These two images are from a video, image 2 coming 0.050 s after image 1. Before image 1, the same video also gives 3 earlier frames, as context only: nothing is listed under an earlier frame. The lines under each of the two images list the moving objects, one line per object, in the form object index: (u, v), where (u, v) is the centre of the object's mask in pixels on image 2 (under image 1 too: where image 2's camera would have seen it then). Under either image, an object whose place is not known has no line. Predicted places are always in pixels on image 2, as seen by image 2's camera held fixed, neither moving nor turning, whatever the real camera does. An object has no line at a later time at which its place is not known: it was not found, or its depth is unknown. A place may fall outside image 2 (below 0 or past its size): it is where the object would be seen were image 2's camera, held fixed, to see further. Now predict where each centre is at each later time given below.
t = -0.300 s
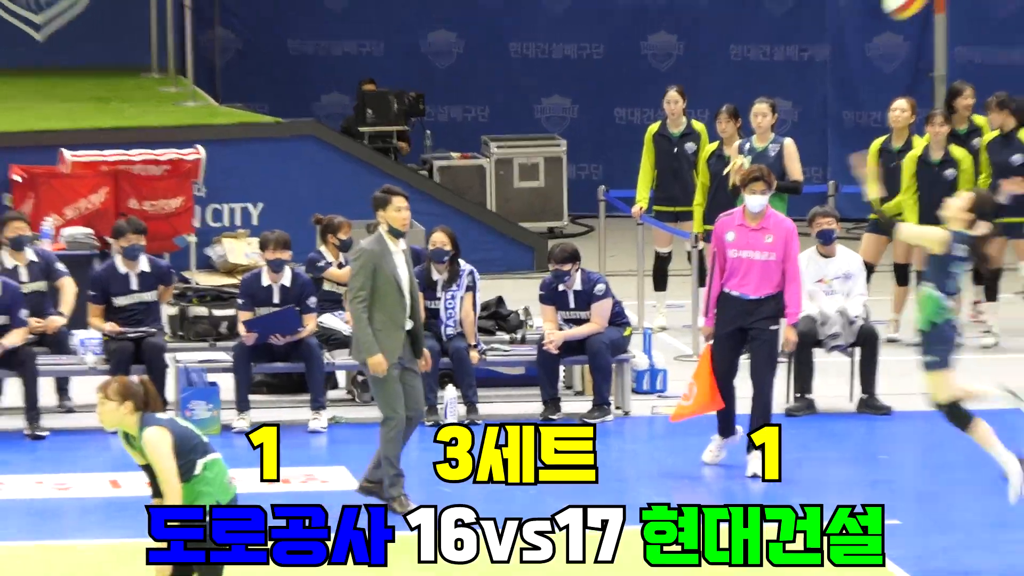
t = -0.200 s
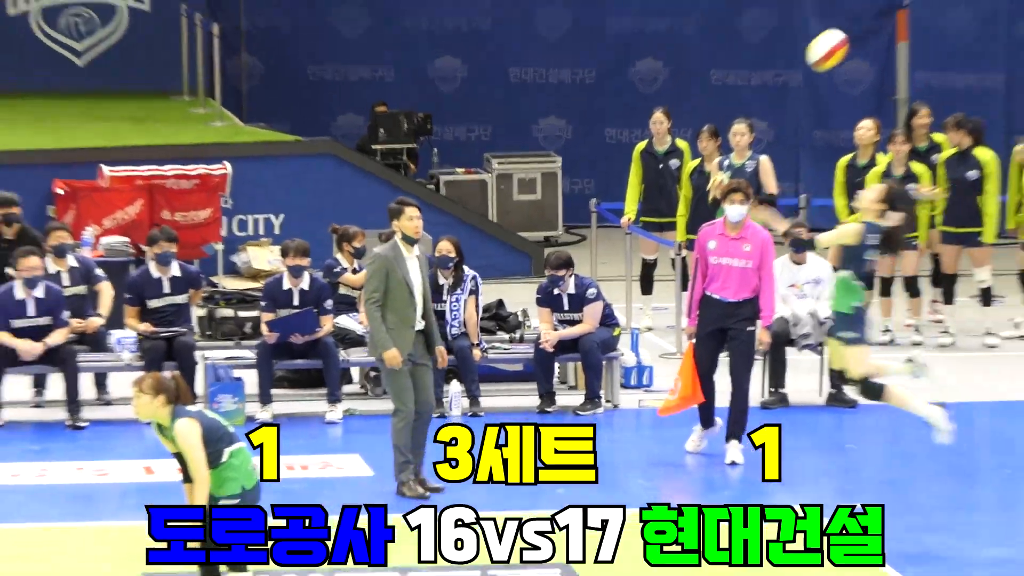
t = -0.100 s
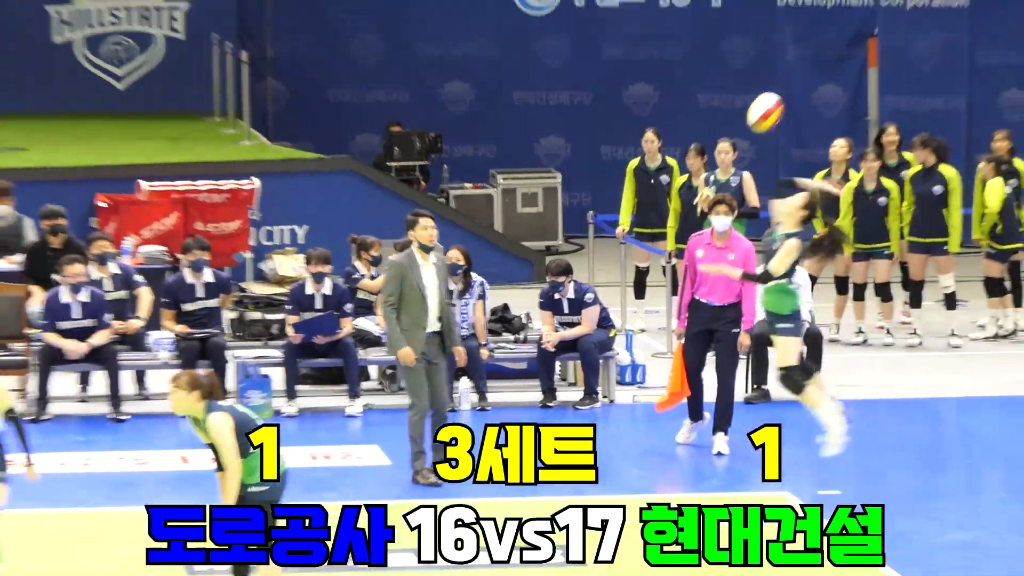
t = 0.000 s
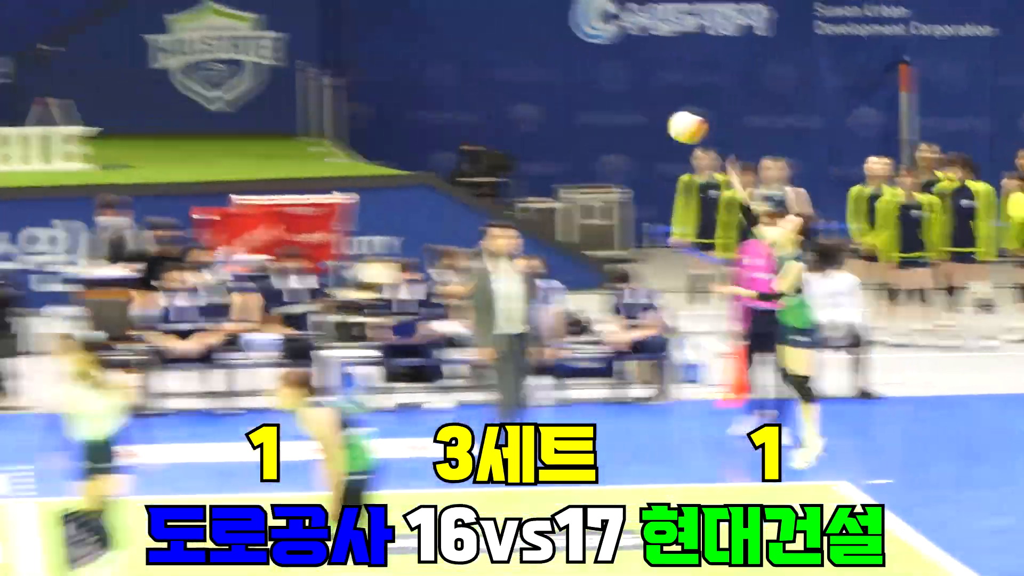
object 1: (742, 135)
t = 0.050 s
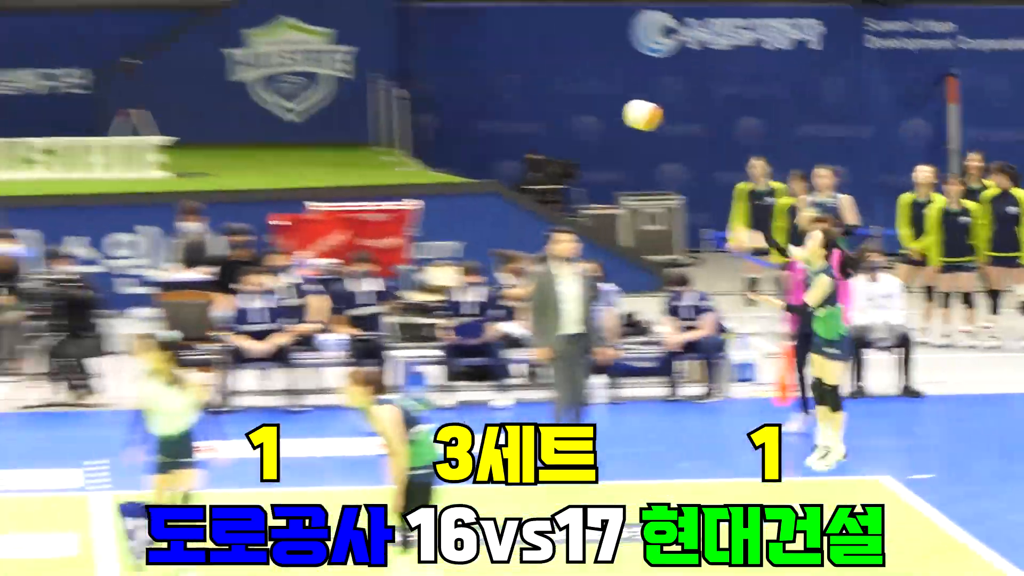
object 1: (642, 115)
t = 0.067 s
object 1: (609, 108)
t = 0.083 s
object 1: (576, 103)
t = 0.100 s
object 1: (543, 97)
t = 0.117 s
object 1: (510, 93)
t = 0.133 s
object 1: (477, 88)
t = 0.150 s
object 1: (445, 85)
